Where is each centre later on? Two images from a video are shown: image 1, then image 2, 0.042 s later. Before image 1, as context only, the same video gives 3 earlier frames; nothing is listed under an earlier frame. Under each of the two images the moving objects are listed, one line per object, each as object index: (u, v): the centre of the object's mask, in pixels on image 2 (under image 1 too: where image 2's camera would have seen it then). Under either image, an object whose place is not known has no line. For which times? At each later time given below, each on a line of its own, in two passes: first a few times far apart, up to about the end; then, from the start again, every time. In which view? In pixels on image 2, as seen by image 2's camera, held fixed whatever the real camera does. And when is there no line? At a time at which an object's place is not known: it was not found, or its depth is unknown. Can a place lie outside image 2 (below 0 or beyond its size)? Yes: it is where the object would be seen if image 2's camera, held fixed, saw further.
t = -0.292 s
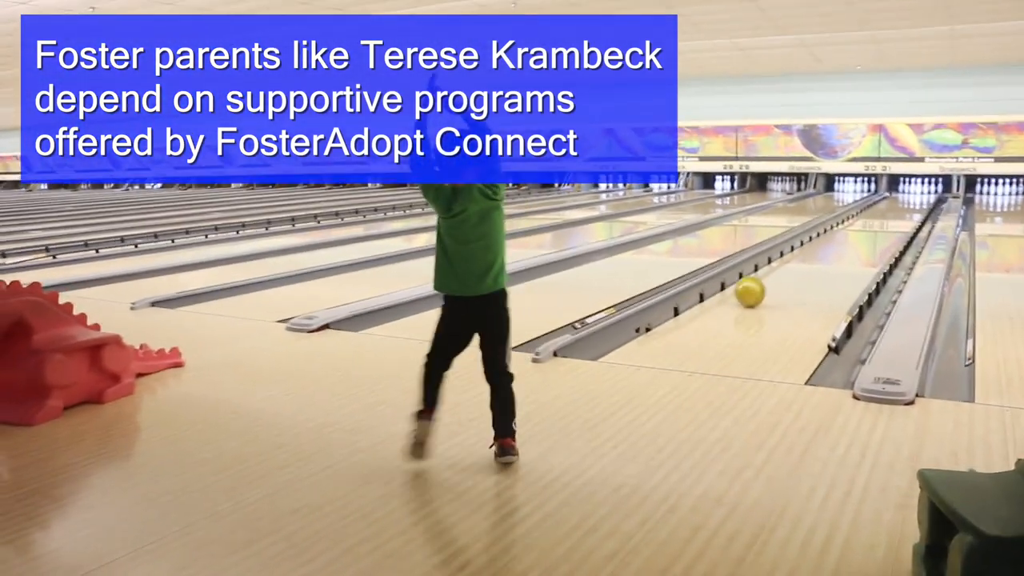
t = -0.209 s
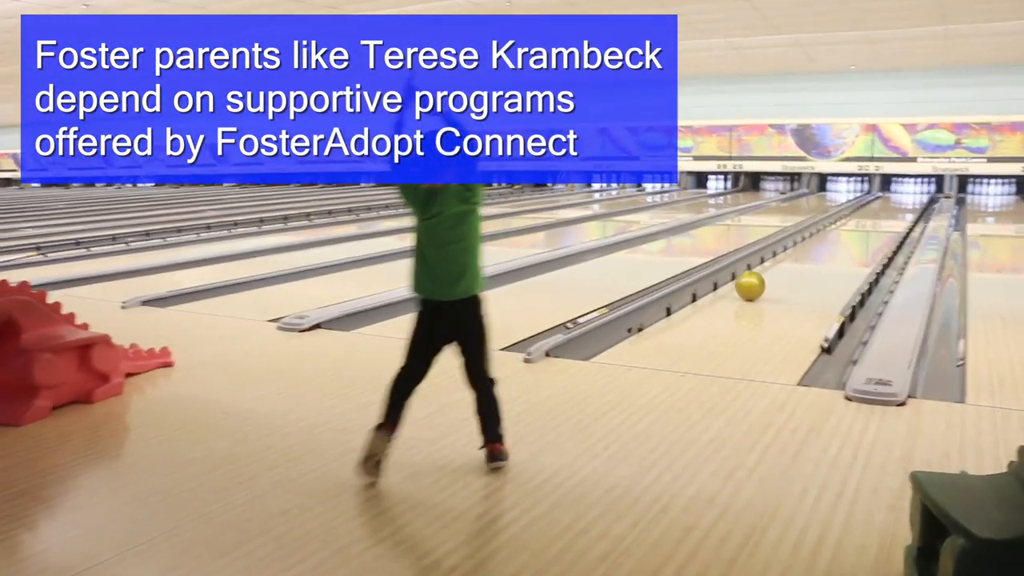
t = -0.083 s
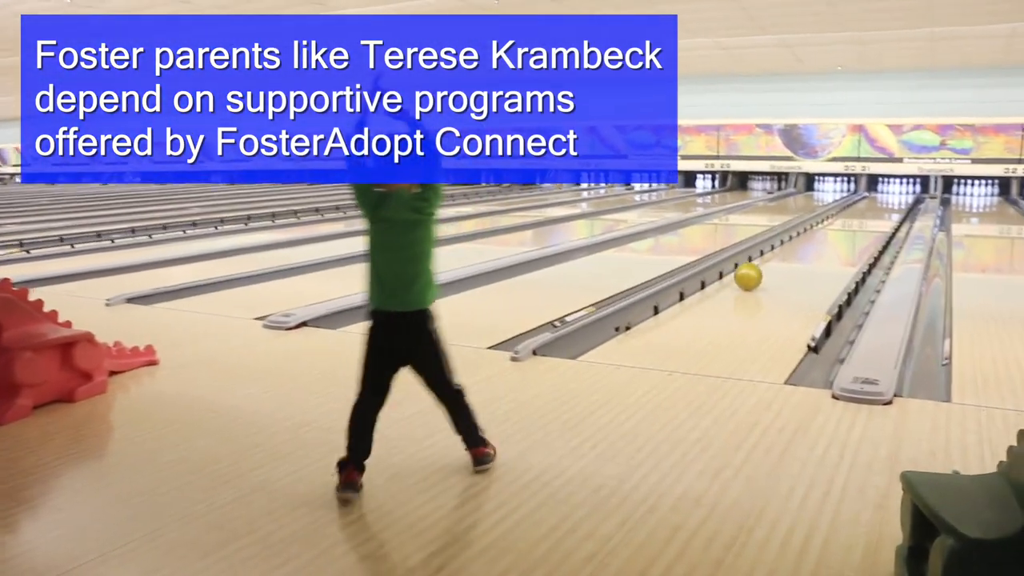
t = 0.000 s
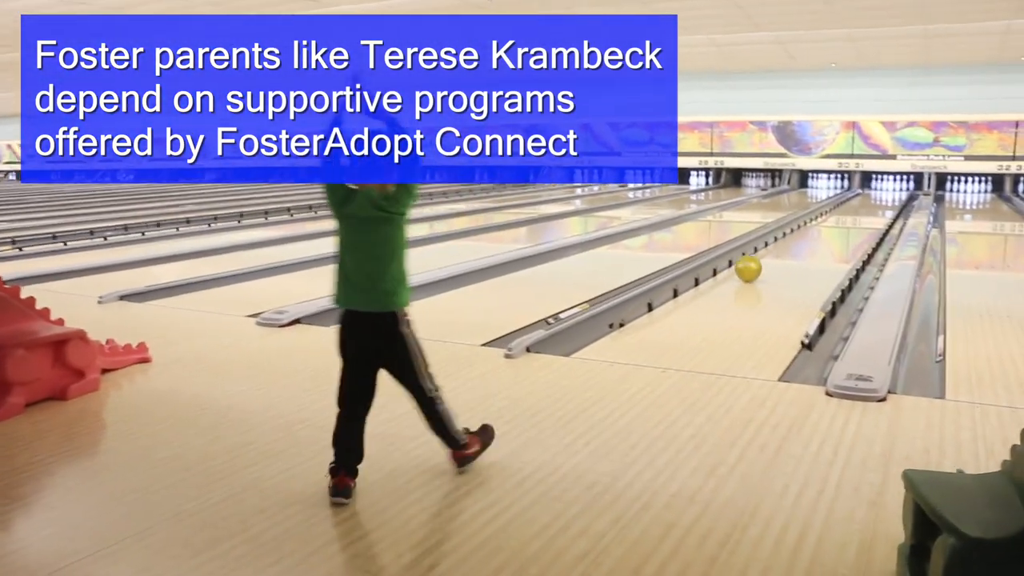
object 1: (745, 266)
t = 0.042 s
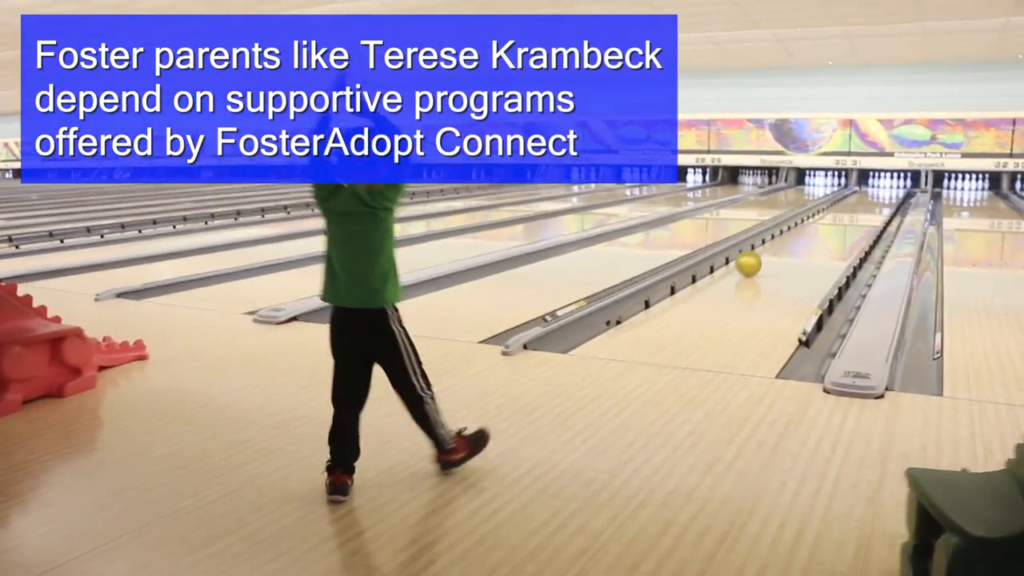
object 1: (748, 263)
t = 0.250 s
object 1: (761, 253)
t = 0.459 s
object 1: (773, 245)
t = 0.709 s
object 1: (783, 237)
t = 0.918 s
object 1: (791, 230)
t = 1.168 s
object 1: (799, 224)
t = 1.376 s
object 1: (805, 220)
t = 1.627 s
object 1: (811, 215)
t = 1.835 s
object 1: (815, 213)
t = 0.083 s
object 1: (751, 261)
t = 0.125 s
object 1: (754, 260)
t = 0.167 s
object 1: (757, 257)
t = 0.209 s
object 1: (759, 255)
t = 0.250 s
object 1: (761, 253)
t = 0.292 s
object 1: (764, 251)
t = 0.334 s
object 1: (766, 249)
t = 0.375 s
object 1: (768, 247)
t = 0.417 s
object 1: (771, 246)
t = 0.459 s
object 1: (773, 245)
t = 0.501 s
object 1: (774, 243)
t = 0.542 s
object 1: (776, 242)
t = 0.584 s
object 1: (778, 240)
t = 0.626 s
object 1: (780, 240)
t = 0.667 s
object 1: (782, 238)
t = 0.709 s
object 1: (783, 237)
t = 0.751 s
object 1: (785, 235)
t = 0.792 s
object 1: (787, 234)
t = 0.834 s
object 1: (788, 232)
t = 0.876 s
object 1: (790, 231)
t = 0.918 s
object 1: (791, 230)
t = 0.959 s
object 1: (792, 229)
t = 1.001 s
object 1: (794, 228)
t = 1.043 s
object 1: (796, 227)
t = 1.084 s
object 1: (797, 226)
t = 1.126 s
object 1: (798, 225)
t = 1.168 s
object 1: (799, 224)
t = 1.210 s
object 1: (800, 223)
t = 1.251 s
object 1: (801, 222)
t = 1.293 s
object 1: (803, 221)
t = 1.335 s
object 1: (804, 221)
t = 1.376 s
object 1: (805, 220)
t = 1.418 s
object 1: (806, 219)
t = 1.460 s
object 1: (807, 218)
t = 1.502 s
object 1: (808, 218)
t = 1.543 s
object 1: (809, 217)
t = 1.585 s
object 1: (809, 216)
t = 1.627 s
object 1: (811, 215)
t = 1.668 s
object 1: (811, 215)
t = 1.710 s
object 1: (813, 214)
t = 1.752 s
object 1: (814, 214)
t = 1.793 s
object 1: (814, 213)
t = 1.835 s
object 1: (815, 213)
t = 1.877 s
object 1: (816, 212)
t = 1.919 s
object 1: (817, 212)
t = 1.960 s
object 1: (818, 211)
